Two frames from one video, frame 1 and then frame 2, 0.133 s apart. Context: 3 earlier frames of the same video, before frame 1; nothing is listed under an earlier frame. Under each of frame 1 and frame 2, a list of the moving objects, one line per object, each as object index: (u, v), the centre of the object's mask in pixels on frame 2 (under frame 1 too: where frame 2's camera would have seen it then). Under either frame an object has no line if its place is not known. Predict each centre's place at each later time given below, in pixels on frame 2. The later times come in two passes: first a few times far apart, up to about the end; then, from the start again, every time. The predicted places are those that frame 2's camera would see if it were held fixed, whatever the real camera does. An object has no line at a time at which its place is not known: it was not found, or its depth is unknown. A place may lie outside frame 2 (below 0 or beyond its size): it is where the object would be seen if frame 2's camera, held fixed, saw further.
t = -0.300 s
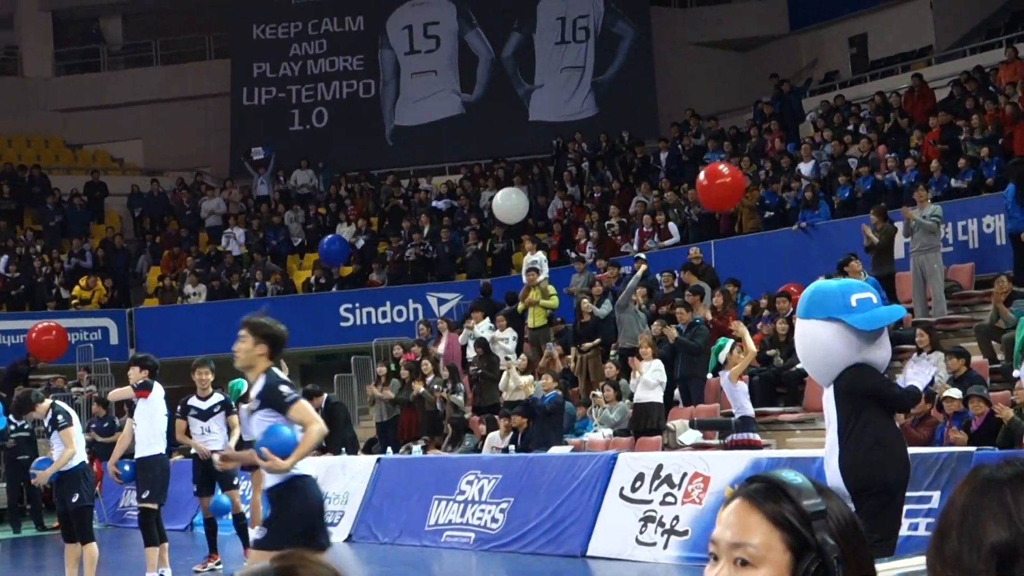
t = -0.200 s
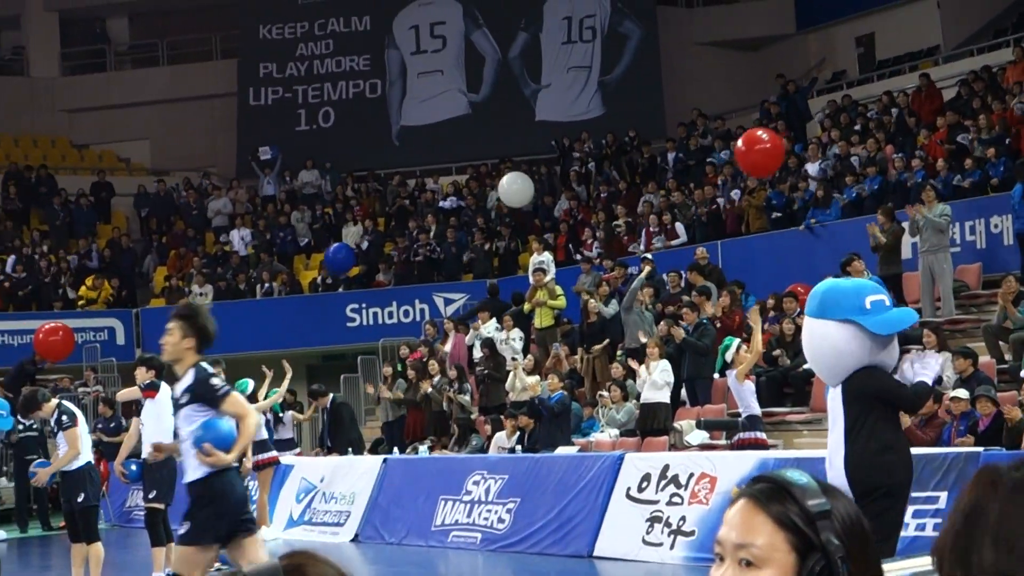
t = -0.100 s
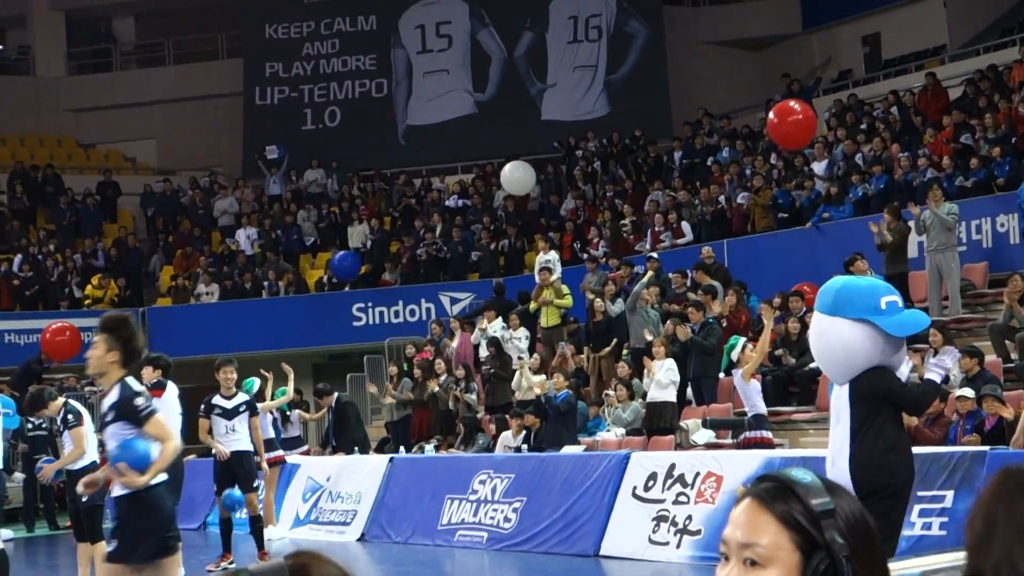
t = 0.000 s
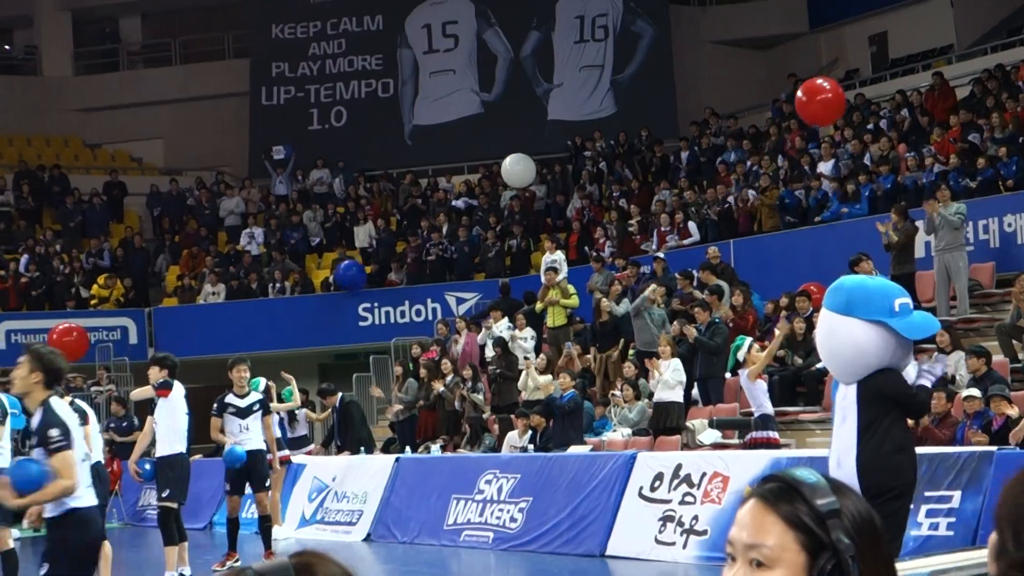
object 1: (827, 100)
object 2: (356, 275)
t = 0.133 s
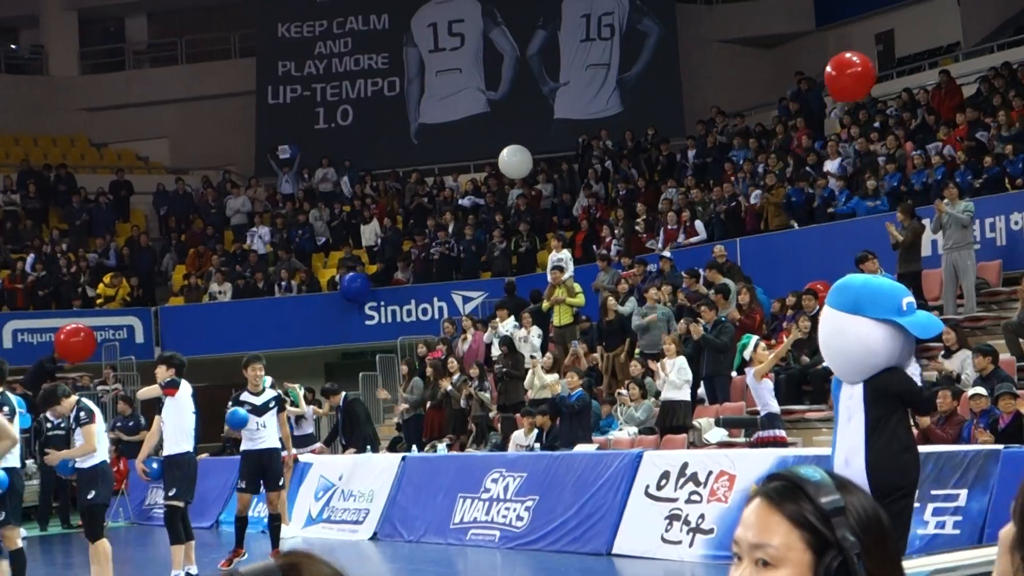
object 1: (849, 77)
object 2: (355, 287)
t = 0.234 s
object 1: (864, 62)
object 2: (354, 297)
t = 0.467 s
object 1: (890, 37)
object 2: (349, 322)
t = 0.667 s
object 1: (910, 25)
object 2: (346, 345)
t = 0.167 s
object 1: (854, 72)
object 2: (355, 290)
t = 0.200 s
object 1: (859, 67)
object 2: (354, 294)
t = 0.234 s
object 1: (864, 62)
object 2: (354, 297)
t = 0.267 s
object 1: (868, 58)
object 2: (353, 300)
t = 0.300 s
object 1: (872, 53)
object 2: (353, 304)
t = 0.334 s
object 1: (876, 50)
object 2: (352, 307)
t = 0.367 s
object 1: (879, 46)
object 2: (351, 311)
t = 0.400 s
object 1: (883, 43)
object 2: (351, 314)
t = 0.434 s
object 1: (887, 40)
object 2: (350, 318)
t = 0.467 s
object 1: (890, 37)
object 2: (349, 322)
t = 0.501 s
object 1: (894, 34)
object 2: (349, 326)
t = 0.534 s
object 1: (897, 32)
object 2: (348, 330)
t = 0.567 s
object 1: (900, 30)
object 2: (348, 334)
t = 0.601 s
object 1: (904, 28)
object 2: (347, 338)
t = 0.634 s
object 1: (907, 26)
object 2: (348, 342)
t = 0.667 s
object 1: (910, 25)
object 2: (346, 345)
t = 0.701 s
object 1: (913, 24)
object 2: (345, 349)
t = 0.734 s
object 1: (916, 23)
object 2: (344, 353)
